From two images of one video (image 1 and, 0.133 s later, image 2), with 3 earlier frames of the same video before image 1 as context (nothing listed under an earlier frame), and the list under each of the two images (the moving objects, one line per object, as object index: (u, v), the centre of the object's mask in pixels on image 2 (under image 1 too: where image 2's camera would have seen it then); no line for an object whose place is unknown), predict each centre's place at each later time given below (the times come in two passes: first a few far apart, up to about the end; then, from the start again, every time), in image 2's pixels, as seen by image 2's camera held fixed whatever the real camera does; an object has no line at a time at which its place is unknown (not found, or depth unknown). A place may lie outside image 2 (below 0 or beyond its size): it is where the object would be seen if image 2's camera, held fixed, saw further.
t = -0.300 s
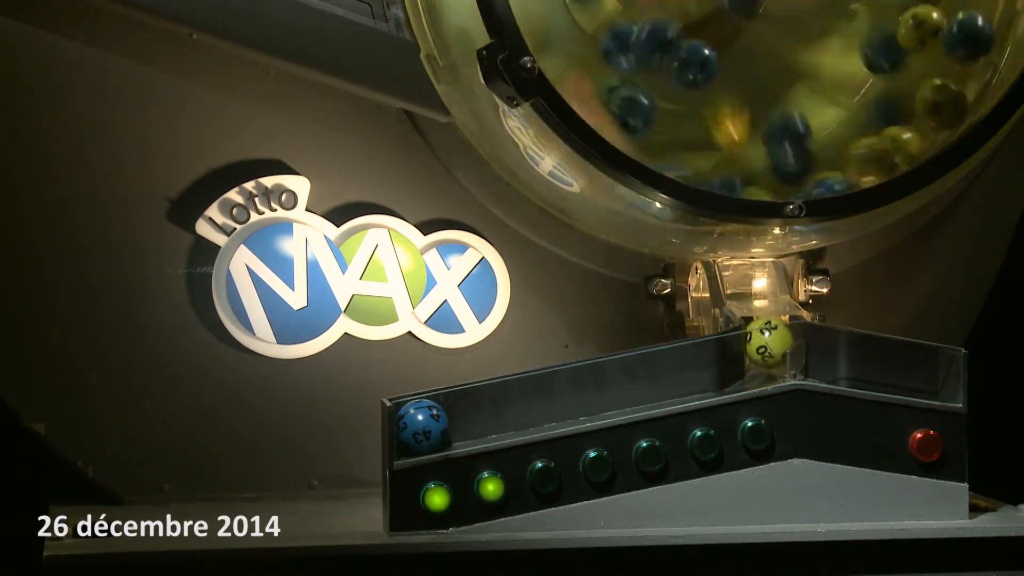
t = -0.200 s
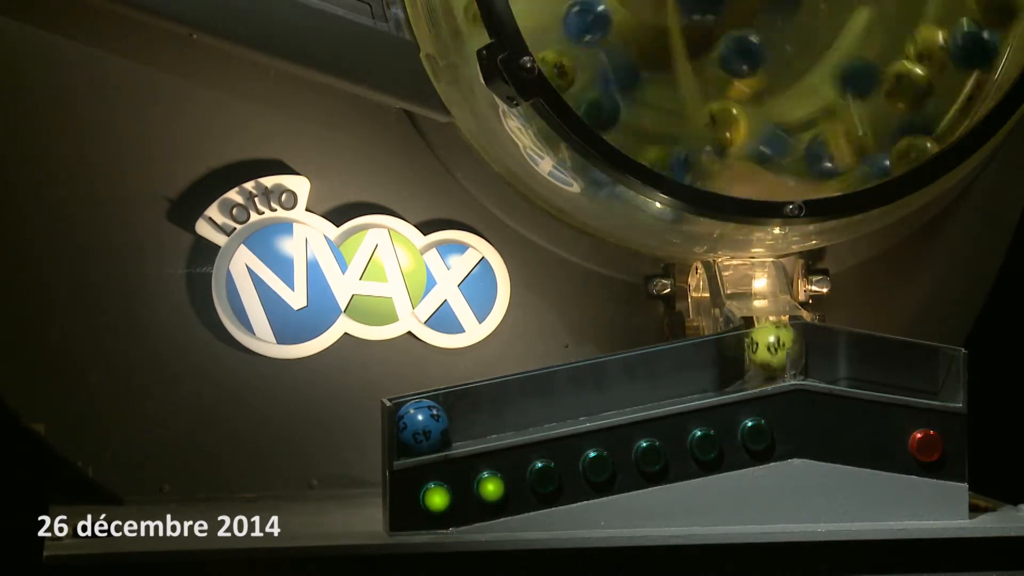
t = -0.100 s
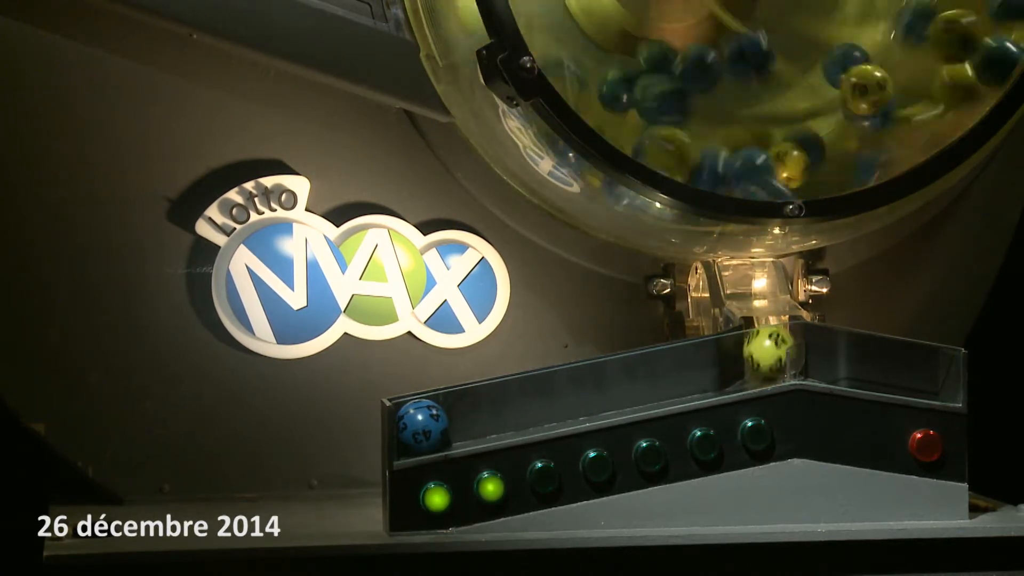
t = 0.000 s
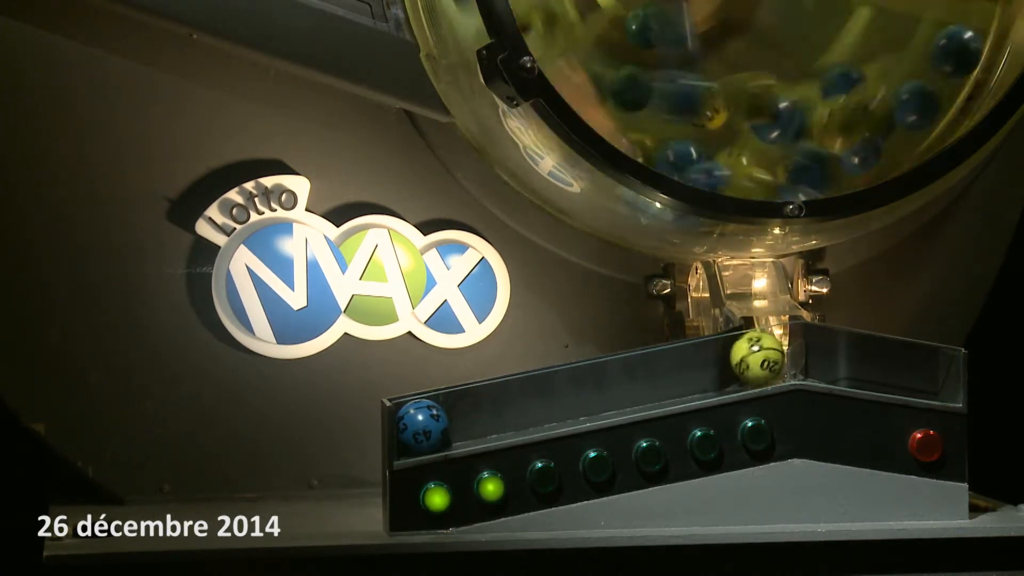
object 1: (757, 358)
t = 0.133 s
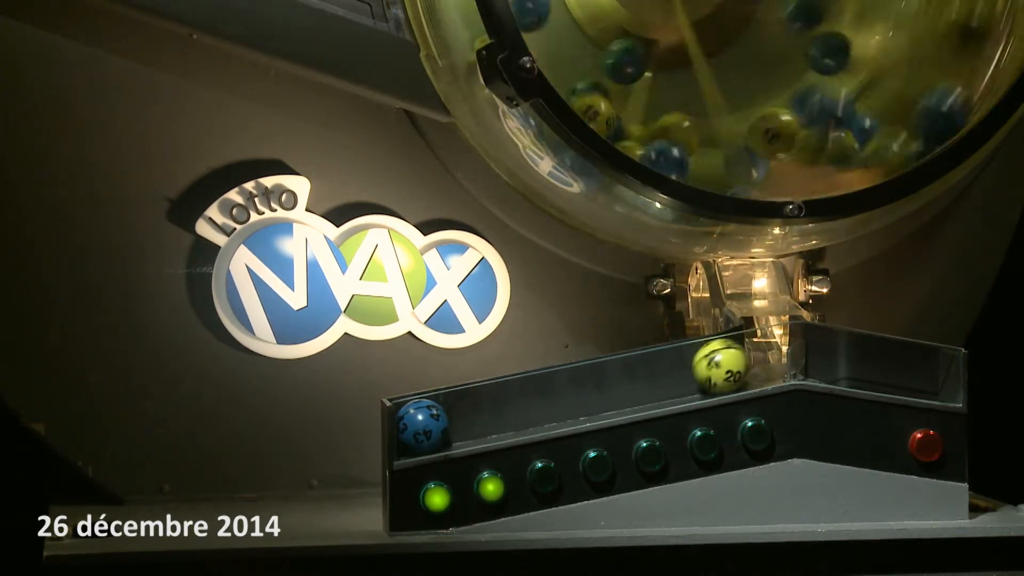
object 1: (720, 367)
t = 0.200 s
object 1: (698, 371)
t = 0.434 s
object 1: (580, 395)
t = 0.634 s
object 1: (497, 411)
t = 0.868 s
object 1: (536, 404)
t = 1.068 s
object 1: (511, 409)
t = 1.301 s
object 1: (486, 414)
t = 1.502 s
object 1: (477, 416)
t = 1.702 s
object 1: (475, 416)
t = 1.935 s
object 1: (475, 416)
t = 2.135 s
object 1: (475, 416)
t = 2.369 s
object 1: (475, 416)
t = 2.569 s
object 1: (475, 416)
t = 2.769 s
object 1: (475, 416)
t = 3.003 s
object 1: (475, 416)
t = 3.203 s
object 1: (475, 416)
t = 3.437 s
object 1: (475, 416)
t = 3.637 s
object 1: (475, 416)
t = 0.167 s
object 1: (710, 369)
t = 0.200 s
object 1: (698, 371)
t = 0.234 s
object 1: (684, 373)
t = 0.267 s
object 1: (671, 376)
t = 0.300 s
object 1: (655, 379)
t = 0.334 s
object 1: (639, 382)
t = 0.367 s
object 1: (621, 387)
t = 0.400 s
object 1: (601, 390)
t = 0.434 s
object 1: (580, 395)
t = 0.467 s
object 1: (558, 398)
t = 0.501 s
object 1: (534, 403)
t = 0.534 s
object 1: (510, 408)
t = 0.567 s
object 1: (483, 414)
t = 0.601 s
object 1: (480, 413)
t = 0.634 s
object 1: (497, 411)
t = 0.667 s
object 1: (509, 407)
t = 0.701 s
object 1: (518, 406)
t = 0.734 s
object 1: (525, 406)
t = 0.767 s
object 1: (530, 404)
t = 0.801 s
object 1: (534, 404)
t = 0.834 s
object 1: (536, 404)
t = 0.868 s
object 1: (536, 404)
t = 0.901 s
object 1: (536, 404)
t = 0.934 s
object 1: (535, 405)
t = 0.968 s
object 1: (530, 405)
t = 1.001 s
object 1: (526, 406)
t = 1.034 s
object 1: (519, 407)
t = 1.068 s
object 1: (511, 409)
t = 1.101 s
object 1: (502, 411)
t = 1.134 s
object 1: (492, 413)
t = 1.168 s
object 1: (480, 415)
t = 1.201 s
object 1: (476, 415)
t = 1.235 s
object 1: (482, 414)
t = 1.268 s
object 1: (485, 414)
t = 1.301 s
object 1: (486, 414)
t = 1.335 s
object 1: (486, 415)
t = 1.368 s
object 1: (484, 415)
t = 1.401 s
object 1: (481, 415)
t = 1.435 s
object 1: (477, 417)
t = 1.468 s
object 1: (476, 417)
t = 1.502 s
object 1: (477, 416)
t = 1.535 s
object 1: (477, 416)
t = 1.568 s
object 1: (476, 416)
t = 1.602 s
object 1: (475, 416)
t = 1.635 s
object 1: (475, 416)
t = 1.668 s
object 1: (475, 416)
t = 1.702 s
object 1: (475, 416)
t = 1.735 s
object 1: (475, 416)
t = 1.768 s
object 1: (475, 416)
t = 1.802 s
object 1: (475, 416)
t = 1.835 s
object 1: (475, 416)
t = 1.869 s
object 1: (475, 416)
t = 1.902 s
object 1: (475, 416)
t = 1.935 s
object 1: (475, 416)
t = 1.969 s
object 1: (475, 416)
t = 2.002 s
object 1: (475, 416)
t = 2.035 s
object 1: (475, 416)
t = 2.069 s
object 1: (475, 416)
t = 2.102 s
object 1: (475, 416)
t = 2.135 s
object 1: (475, 416)
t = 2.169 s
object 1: (475, 416)
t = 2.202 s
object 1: (475, 416)
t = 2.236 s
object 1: (475, 416)
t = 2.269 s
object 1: (475, 416)
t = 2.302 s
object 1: (475, 416)
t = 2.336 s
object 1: (475, 416)
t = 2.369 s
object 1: (475, 416)
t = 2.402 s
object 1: (475, 416)
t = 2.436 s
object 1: (475, 416)
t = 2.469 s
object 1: (475, 416)
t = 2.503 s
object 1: (475, 416)
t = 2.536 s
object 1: (475, 416)
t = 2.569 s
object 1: (475, 416)
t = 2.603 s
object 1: (475, 416)
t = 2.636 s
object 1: (475, 416)
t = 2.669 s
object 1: (475, 416)
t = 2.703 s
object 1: (475, 416)
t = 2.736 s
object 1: (475, 416)
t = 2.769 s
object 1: (475, 416)
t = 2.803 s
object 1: (475, 416)
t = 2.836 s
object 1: (475, 416)
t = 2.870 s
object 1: (475, 416)
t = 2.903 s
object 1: (475, 416)
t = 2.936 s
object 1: (475, 416)
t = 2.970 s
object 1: (475, 416)
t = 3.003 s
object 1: (475, 416)
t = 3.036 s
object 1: (475, 416)
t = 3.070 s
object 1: (475, 416)
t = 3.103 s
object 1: (475, 416)
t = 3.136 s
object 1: (475, 416)
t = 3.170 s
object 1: (475, 416)
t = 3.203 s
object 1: (475, 416)
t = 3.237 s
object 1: (475, 416)
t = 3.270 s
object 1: (475, 416)
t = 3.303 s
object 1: (475, 416)
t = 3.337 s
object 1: (475, 416)
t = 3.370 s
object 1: (475, 416)
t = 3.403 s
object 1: (475, 416)
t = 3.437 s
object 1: (475, 416)
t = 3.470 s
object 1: (475, 416)
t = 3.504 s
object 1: (475, 416)
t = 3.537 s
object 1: (475, 416)
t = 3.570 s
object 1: (475, 416)
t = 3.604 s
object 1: (475, 416)
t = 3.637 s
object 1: (475, 416)
